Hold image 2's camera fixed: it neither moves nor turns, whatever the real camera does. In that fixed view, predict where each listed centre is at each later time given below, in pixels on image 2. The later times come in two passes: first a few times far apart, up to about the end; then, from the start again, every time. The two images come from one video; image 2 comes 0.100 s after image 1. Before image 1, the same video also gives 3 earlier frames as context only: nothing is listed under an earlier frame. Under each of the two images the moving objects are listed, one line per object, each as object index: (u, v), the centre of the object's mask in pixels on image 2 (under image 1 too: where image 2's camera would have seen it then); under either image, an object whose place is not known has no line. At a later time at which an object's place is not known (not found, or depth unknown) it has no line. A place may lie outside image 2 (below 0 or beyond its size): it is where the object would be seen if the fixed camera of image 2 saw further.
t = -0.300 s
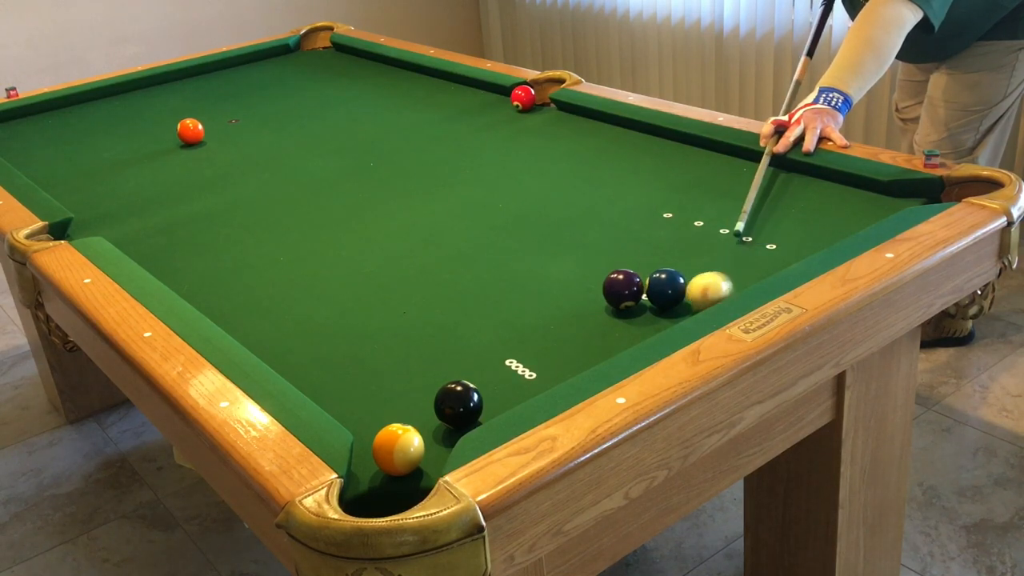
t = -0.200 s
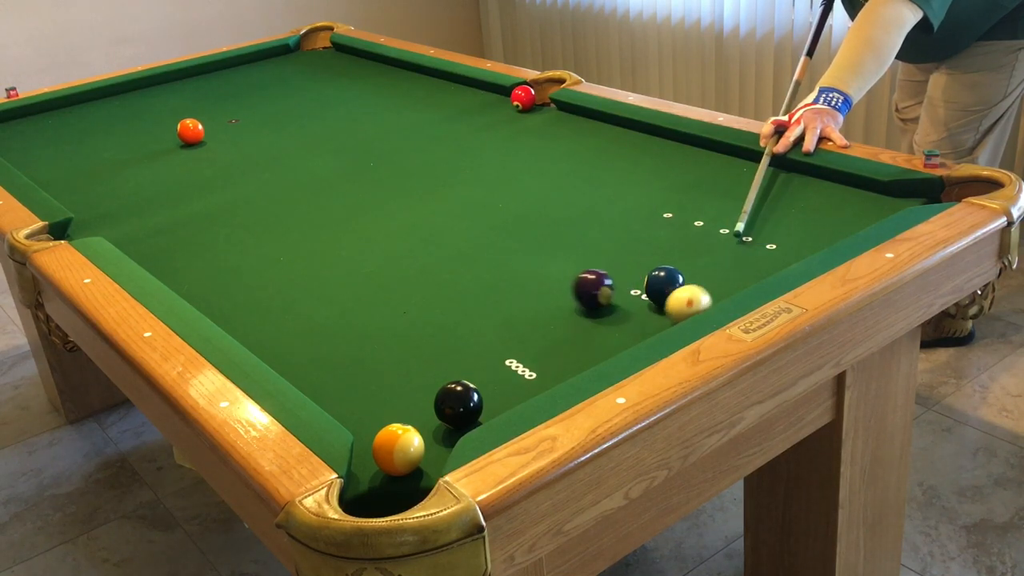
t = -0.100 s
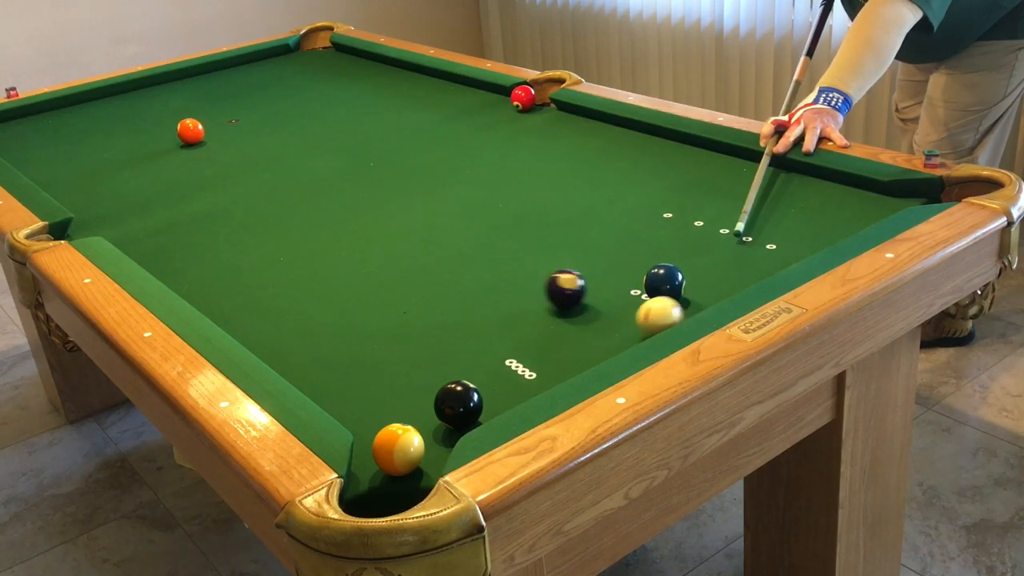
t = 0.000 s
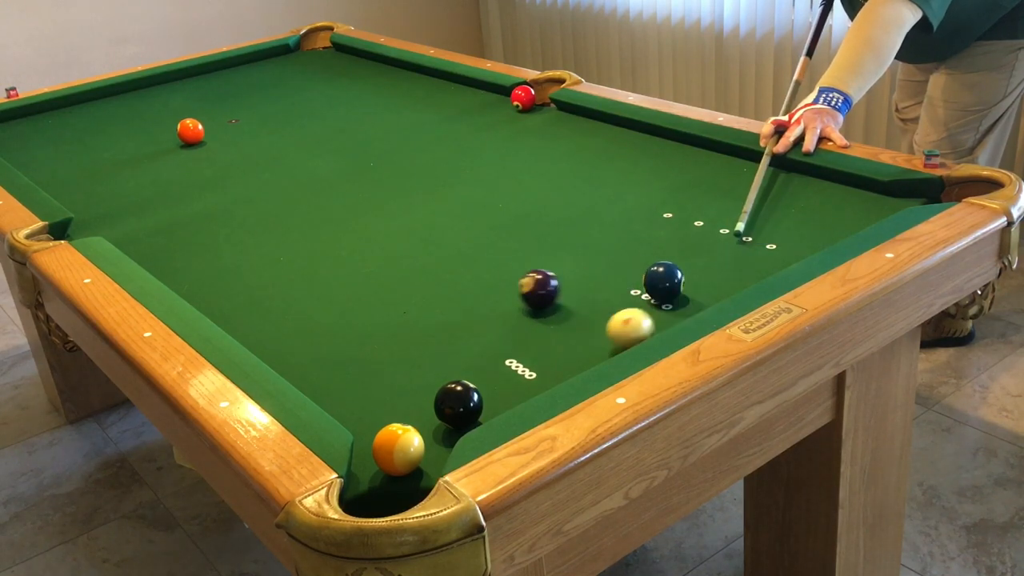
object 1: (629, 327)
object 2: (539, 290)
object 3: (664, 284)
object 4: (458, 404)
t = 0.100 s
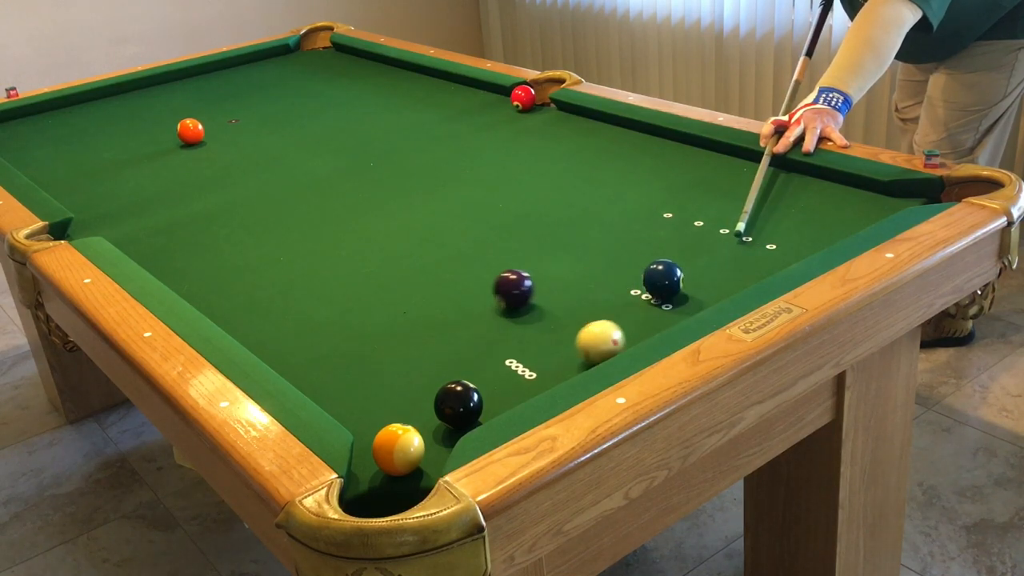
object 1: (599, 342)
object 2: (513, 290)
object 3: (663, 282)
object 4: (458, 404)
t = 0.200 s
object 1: (569, 355)
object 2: (488, 289)
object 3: (662, 281)
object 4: (458, 404)
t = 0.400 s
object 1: (507, 379)
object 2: (441, 289)
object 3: (660, 275)
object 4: (458, 404)
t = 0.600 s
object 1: (481, 387)
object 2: (397, 289)
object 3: (659, 273)
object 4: (426, 420)
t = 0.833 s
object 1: (460, 390)
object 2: (348, 288)
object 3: (658, 272)
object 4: (403, 426)
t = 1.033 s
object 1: (444, 393)
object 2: (310, 288)
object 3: (658, 271)
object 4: (387, 429)
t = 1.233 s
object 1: (431, 396)
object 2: (274, 288)
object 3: (658, 271)
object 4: (378, 430)
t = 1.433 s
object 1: (420, 398)
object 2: (241, 287)
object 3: (658, 271)
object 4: (382, 428)
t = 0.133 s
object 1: (590, 345)
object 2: (505, 289)
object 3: (663, 282)
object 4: (458, 404)
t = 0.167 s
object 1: (579, 350)
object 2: (497, 289)
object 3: (663, 281)
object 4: (458, 404)
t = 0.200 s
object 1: (569, 355)
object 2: (488, 289)
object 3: (662, 281)
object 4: (458, 404)
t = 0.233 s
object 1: (559, 358)
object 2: (480, 289)
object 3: (662, 280)
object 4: (458, 404)
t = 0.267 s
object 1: (549, 363)
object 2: (473, 289)
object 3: (662, 280)
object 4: (458, 404)
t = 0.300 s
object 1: (540, 367)
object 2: (464, 289)
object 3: (661, 277)
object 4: (458, 404)
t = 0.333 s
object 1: (528, 372)
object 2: (456, 289)
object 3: (661, 276)
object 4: (458, 404)
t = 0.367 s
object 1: (518, 375)
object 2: (449, 289)
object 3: (661, 276)
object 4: (458, 404)
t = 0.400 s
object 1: (507, 379)
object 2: (441, 289)
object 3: (660, 275)
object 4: (458, 404)
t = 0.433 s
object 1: (498, 384)
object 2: (433, 289)
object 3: (660, 275)
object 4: (458, 404)
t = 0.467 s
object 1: (495, 385)
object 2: (426, 289)
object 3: (660, 275)
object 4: (449, 408)
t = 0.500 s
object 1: (491, 385)
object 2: (418, 289)
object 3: (660, 274)
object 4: (442, 412)
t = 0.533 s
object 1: (488, 386)
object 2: (411, 289)
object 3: (659, 274)
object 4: (436, 416)
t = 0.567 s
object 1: (484, 386)
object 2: (404, 289)
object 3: (659, 274)
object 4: (430, 418)
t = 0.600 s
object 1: (481, 387)
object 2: (397, 289)
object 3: (659, 273)
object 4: (426, 420)
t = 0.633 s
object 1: (478, 387)
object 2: (389, 289)
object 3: (659, 273)
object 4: (423, 420)
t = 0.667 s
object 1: (475, 388)
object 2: (382, 288)
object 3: (659, 272)
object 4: (419, 422)
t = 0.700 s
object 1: (471, 388)
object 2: (375, 288)
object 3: (658, 273)
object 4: (415, 423)
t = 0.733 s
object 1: (468, 389)
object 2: (368, 289)
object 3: (658, 272)
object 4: (412, 424)
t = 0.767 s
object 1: (465, 389)
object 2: (362, 289)
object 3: (658, 272)
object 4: (409, 424)
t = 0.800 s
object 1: (463, 390)
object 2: (355, 289)
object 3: (658, 272)
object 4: (405, 425)
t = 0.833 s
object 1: (460, 390)
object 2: (348, 288)
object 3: (658, 272)
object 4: (403, 426)
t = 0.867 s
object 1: (457, 391)
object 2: (342, 289)
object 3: (658, 271)
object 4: (400, 426)
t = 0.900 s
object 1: (454, 392)
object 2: (335, 289)
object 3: (658, 271)
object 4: (397, 427)
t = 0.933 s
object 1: (452, 392)
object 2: (329, 289)
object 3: (658, 271)
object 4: (394, 428)
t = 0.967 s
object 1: (449, 393)
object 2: (322, 289)
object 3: (658, 271)
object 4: (392, 428)
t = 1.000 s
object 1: (446, 393)
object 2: (316, 288)
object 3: (658, 271)
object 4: (389, 429)
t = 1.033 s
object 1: (444, 393)
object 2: (310, 288)
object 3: (658, 271)
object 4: (387, 429)
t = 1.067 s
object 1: (442, 394)
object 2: (303, 288)
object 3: (658, 271)
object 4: (385, 430)
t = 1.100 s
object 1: (439, 394)
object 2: (298, 288)
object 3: (658, 271)
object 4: (382, 430)
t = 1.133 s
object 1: (437, 395)
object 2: (292, 289)
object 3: (658, 271)
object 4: (380, 430)
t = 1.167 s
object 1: (435, 395)
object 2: (286, 288)
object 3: (658, 271)
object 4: (378, 431)
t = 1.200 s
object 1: (433, 396)
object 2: (280, 288)
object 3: (658, 271)
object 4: (377, 431)
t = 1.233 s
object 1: (431, 396)
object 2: (274, 288)
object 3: (658, 271)
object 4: (378, 430)
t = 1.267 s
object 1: (429, 397)
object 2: (269, 287)
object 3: (658, 271)
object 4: (379, 430)
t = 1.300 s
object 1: (427, 397)
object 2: (263, 287)
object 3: (658, 271)
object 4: (380, 430)
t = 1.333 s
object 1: (425, 397)
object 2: (257, 287)
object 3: (658, 271)
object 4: (380, 429)
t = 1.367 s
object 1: (423, 397)
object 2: (252, 287)
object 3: (658, 271)
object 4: (381, 429)
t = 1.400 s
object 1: (421, 398)
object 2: (246, 287)
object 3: (658, 271)
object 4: (381, 428)
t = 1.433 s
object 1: (420, 398)
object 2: (241, 287)
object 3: (658, 271)
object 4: (382, 428)
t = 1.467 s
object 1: (419, 398)
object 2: (236, 287)
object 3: (658, 271)
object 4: (382, 428)
